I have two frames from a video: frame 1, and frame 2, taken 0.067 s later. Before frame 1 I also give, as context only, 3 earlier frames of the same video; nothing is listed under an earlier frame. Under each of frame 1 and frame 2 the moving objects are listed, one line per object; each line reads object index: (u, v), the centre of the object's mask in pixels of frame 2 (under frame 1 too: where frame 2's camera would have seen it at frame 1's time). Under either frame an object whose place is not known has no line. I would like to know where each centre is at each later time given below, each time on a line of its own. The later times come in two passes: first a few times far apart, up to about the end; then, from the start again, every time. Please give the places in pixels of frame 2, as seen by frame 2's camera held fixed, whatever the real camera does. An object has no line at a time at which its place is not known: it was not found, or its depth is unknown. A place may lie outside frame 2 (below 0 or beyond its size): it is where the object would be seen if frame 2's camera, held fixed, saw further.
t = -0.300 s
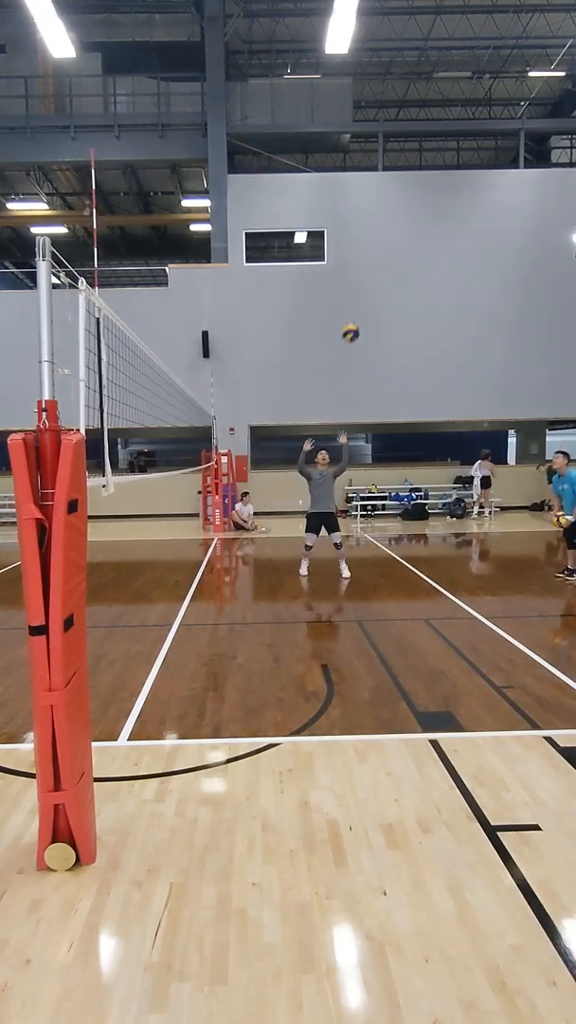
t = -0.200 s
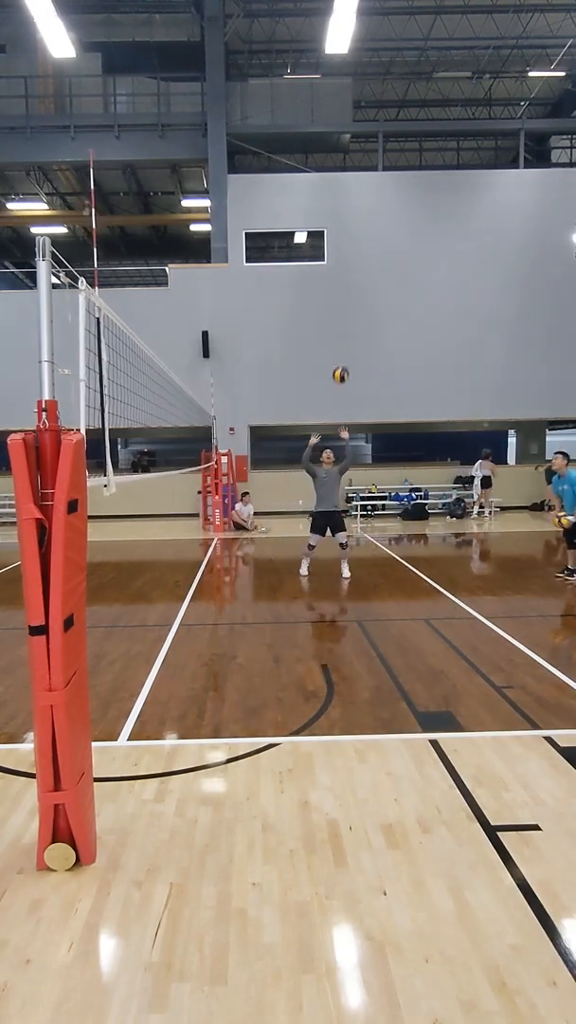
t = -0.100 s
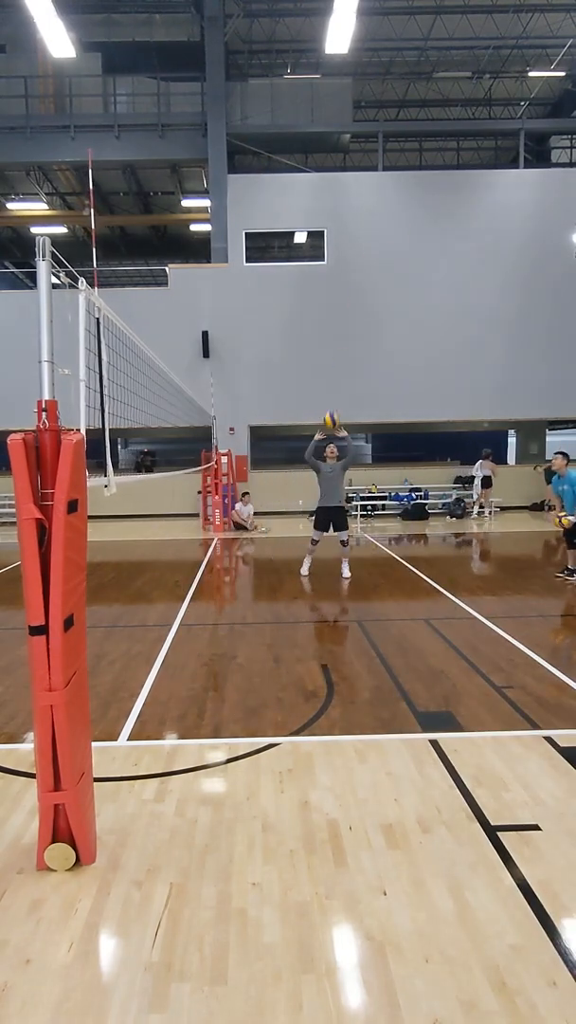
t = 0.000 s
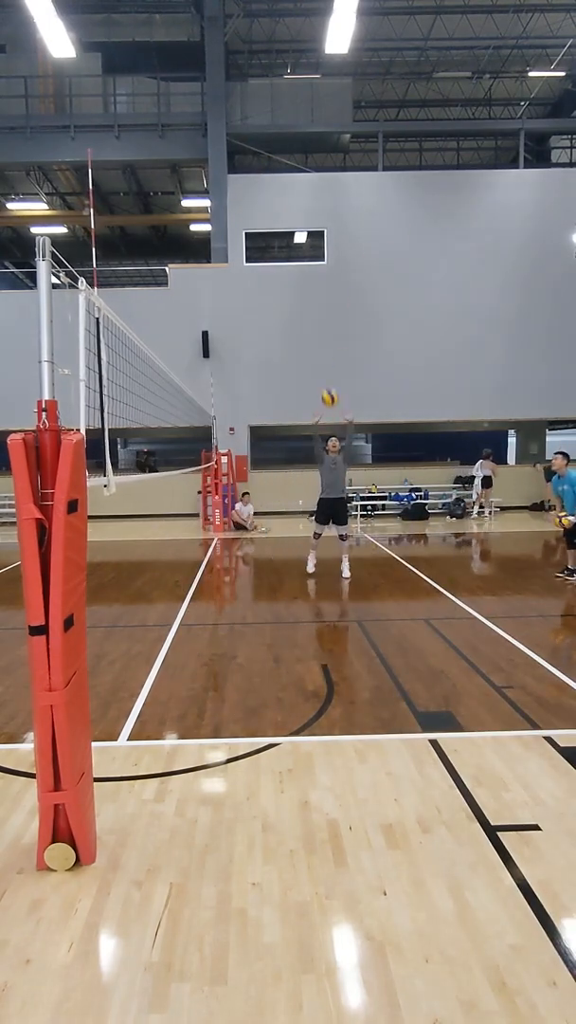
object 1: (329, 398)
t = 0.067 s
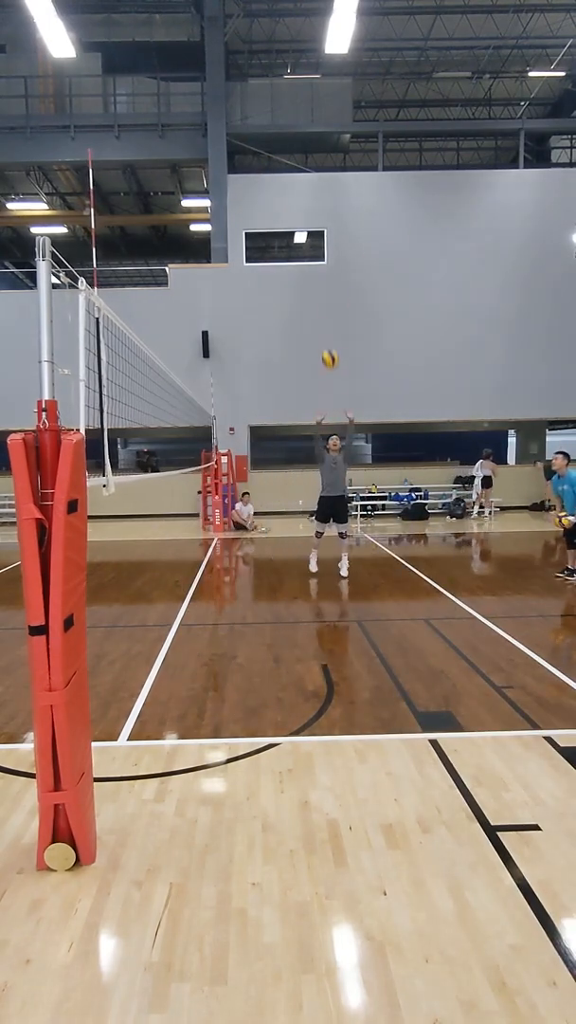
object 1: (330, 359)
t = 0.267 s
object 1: (331, 254)
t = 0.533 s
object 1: (335, 148)
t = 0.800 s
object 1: (339, 100)
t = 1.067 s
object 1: (345, 137)
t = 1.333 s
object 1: (353, 288)
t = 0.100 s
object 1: (330, 340)
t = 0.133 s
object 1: (330, 322)
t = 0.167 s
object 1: (330, 304)
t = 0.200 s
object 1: (330, 286)
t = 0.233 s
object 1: (331, 270)
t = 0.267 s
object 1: (331, 254)
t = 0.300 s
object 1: (331, 237)
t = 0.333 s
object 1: (332, 223)
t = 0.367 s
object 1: (332, 209)
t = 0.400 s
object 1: (333, 195)
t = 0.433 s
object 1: (333, 182)
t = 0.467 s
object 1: (334, 169)
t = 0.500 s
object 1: (334, 158)
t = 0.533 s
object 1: (335, 148)
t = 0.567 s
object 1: (336, 139)
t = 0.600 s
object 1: (336, 130)
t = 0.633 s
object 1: (336, 122)
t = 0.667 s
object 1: (337, 115)
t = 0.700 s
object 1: (338, 110)
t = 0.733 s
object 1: (338, 105)
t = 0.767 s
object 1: (339, 102)
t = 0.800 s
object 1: (339, 100)
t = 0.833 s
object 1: (340, 100)
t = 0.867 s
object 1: (341, 100)
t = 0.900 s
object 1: (341, 102)
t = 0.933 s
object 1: (342, 106)
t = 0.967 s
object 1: (343, 111)
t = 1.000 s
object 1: (344, 118)
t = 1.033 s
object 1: (344, 126)
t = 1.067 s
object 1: (345, 137)
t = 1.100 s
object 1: (346, 148)
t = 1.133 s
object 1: (347, 162)
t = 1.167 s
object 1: (348, 177)
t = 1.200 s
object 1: (349, 196)
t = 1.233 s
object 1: (350, 216)
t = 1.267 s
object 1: (351, 237)
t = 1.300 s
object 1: (352, 261)
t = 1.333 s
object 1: (353, 288)
